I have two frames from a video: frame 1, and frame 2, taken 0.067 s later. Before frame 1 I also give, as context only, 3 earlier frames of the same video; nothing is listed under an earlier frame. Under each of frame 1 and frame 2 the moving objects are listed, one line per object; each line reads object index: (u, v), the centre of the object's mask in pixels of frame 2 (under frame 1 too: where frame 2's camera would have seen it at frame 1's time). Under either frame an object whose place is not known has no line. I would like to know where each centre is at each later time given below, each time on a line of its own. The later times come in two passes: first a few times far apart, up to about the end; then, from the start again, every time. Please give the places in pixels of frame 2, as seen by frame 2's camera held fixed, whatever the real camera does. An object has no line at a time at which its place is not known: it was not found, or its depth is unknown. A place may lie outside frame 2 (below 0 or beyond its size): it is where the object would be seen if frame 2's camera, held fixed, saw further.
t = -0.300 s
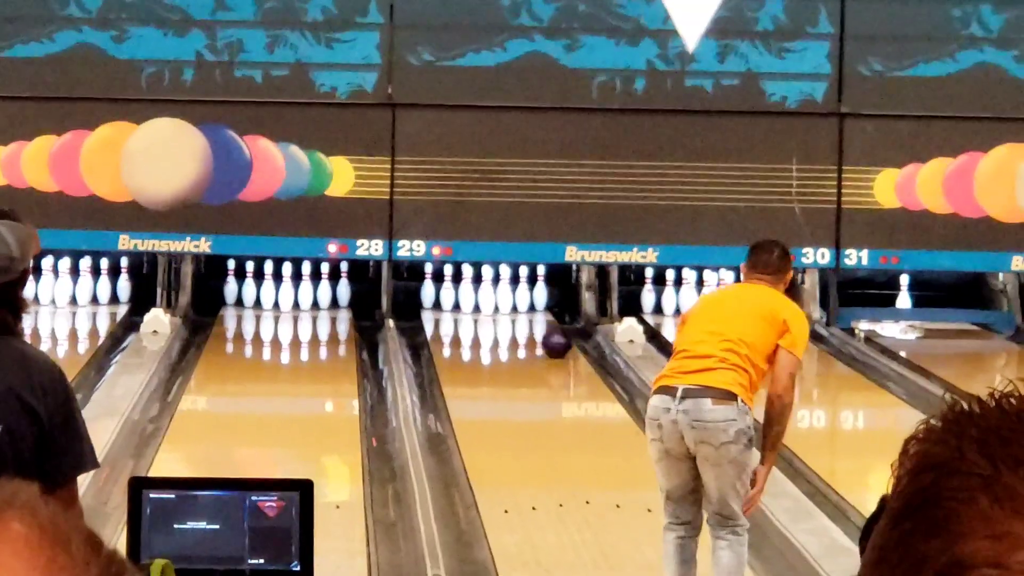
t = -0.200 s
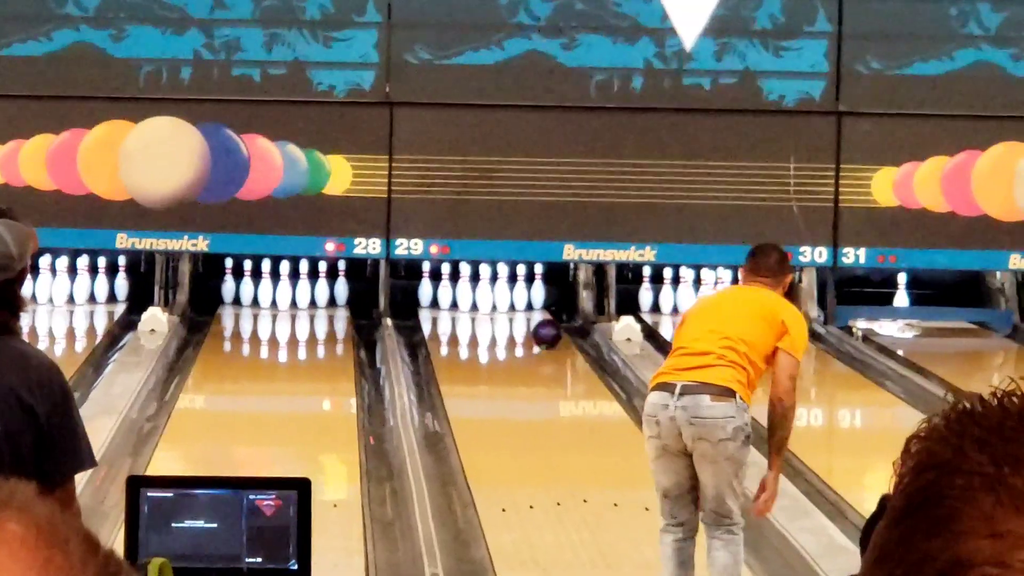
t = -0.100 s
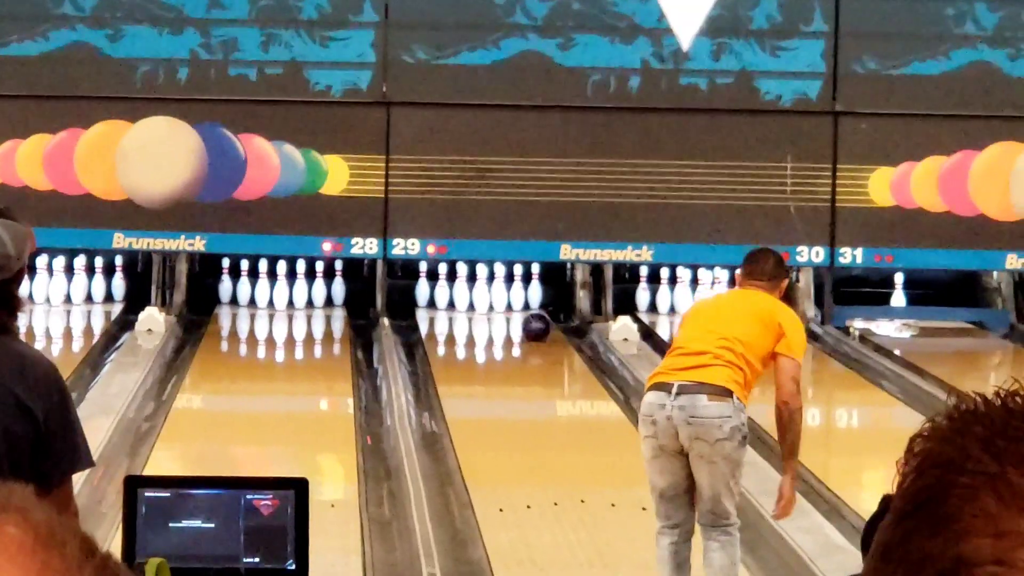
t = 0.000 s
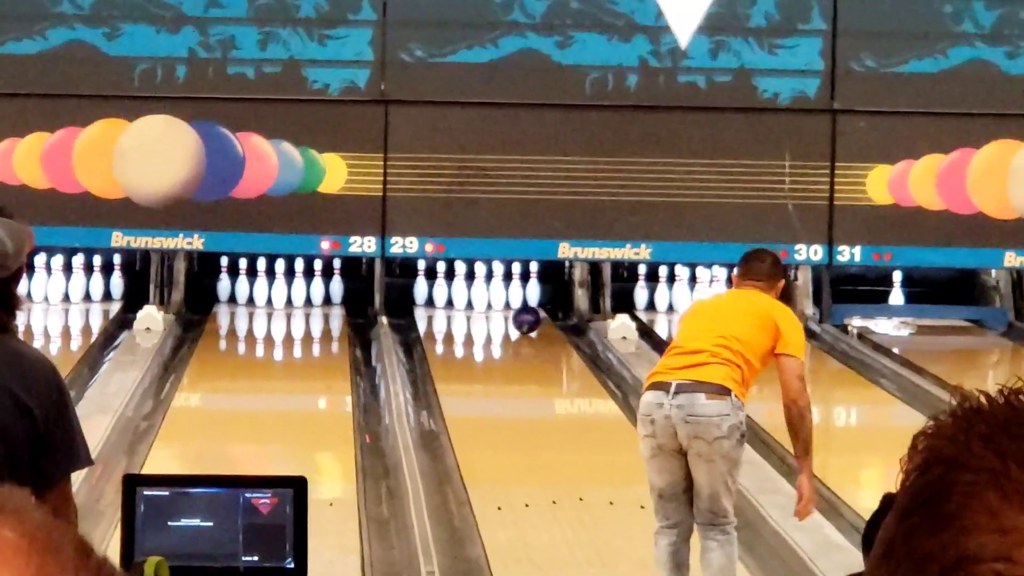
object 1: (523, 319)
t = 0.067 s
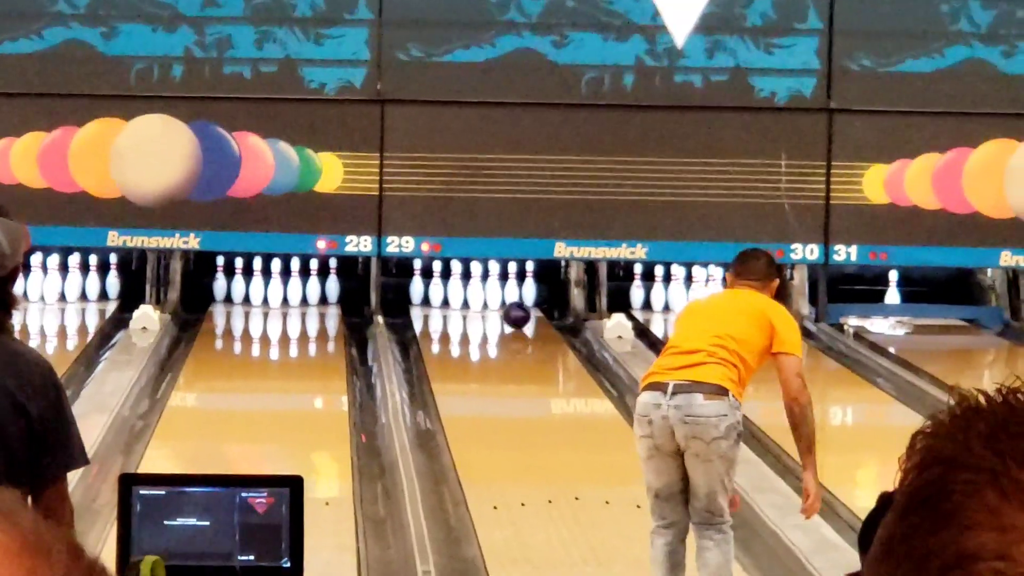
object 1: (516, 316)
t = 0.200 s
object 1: (507, 308)
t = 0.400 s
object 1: (494, 298)
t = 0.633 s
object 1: (492, 293)
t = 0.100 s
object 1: (513, 314)
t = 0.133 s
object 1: (511, 311)
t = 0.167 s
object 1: (509, 309)
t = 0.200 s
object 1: (507, 308)
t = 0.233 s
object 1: (503, 306)
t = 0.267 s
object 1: (499, 304)
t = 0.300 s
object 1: (496, 302)
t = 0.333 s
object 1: (494, 301)
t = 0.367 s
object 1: (494, 299)
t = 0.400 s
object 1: (494, 298)
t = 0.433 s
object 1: (495, 297)
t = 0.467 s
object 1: (497, 296)
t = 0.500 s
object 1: (495, 296)
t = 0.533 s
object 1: (493, 295)
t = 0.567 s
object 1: (493, 294)
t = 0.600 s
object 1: (494, 294)
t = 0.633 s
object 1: (492, 293)
